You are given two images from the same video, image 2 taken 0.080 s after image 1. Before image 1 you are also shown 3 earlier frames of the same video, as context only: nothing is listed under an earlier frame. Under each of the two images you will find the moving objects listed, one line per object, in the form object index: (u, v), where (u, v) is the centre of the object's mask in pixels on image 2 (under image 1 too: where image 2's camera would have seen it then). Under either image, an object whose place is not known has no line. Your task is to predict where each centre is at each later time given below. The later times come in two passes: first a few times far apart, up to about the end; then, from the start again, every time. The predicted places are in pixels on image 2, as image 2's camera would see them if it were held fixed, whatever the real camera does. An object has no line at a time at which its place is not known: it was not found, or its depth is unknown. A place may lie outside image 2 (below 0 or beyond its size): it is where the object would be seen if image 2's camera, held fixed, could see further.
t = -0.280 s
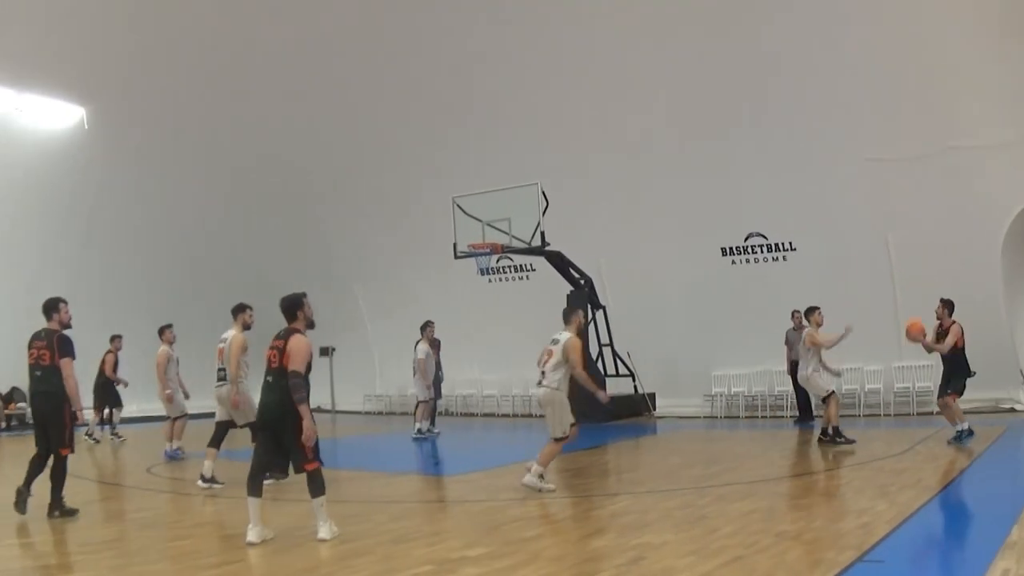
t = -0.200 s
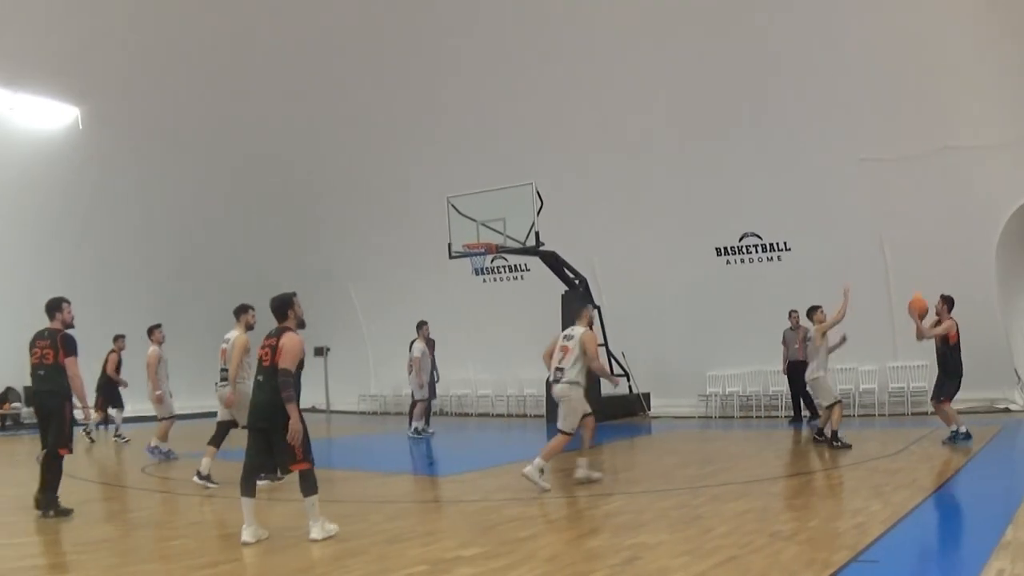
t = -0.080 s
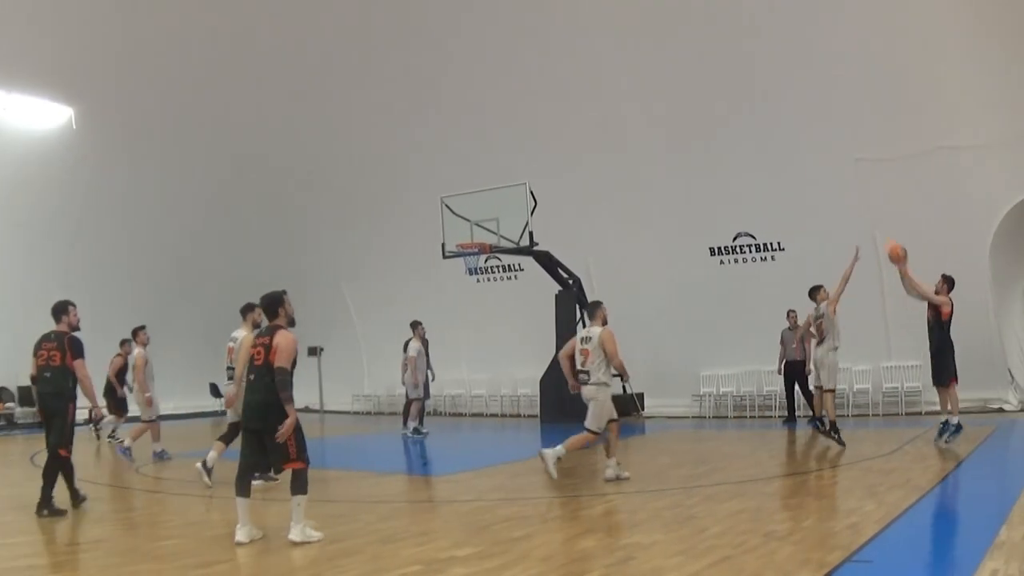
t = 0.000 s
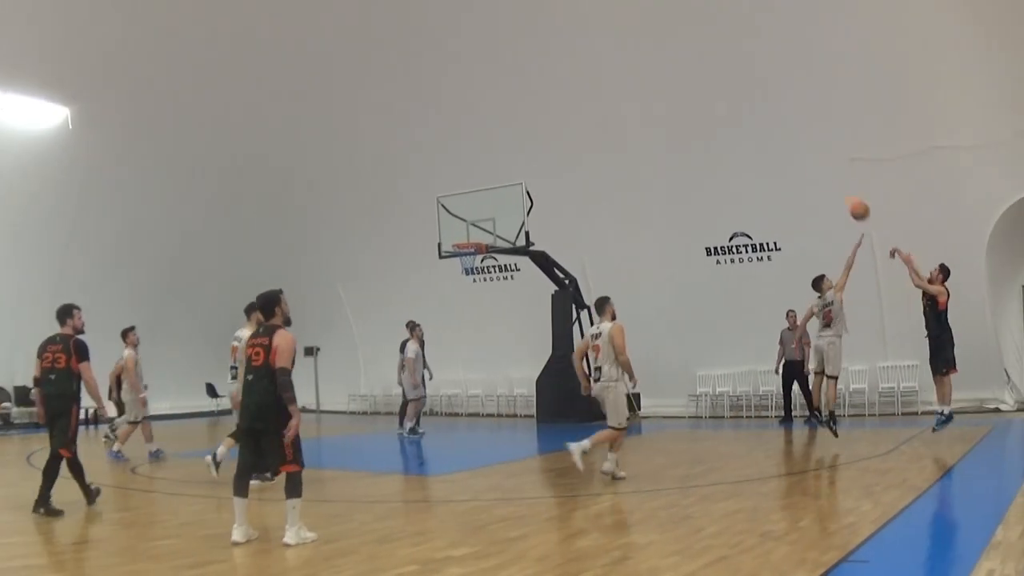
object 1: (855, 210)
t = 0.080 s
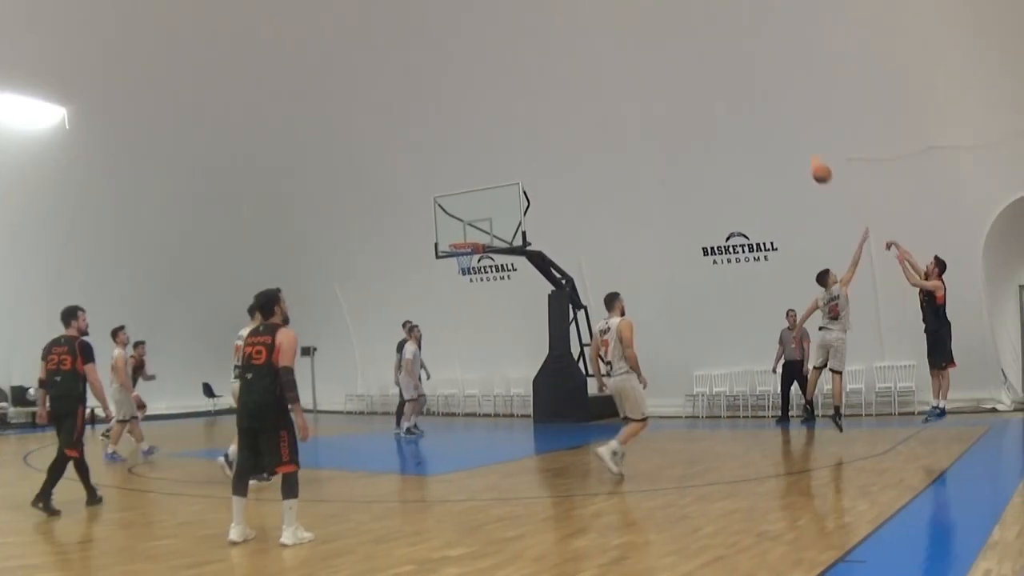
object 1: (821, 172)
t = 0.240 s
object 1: (755, 117)
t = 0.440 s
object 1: (680, 79)
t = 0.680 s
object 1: (601, 74)
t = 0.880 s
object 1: (544, 99)
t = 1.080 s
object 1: (492, 147)
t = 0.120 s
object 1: (804, 156)
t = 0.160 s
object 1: (787, 141)
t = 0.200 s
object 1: (770, 129)
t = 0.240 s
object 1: (755, 117)
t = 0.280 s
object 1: (739, 106)
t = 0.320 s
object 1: (724, 98)
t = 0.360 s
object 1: (709, 90)
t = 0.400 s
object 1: (694, 84)
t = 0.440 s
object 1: (680, 79)
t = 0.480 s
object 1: (666, 75)
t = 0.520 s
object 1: (652, 73)
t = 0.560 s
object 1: (639, 72)
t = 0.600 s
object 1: (626, 71)
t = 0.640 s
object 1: (613, 72)
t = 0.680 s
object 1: (601, 74)
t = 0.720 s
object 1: (589, 77)
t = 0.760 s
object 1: (577, 81)
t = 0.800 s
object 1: (565, 86)
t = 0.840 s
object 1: (555, 92)
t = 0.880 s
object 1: (544, 99)
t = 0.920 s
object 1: (532, 106)
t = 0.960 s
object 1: (522, 115)
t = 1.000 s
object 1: (512, 125)
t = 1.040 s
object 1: (502, 136)
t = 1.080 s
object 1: (492, 147)
